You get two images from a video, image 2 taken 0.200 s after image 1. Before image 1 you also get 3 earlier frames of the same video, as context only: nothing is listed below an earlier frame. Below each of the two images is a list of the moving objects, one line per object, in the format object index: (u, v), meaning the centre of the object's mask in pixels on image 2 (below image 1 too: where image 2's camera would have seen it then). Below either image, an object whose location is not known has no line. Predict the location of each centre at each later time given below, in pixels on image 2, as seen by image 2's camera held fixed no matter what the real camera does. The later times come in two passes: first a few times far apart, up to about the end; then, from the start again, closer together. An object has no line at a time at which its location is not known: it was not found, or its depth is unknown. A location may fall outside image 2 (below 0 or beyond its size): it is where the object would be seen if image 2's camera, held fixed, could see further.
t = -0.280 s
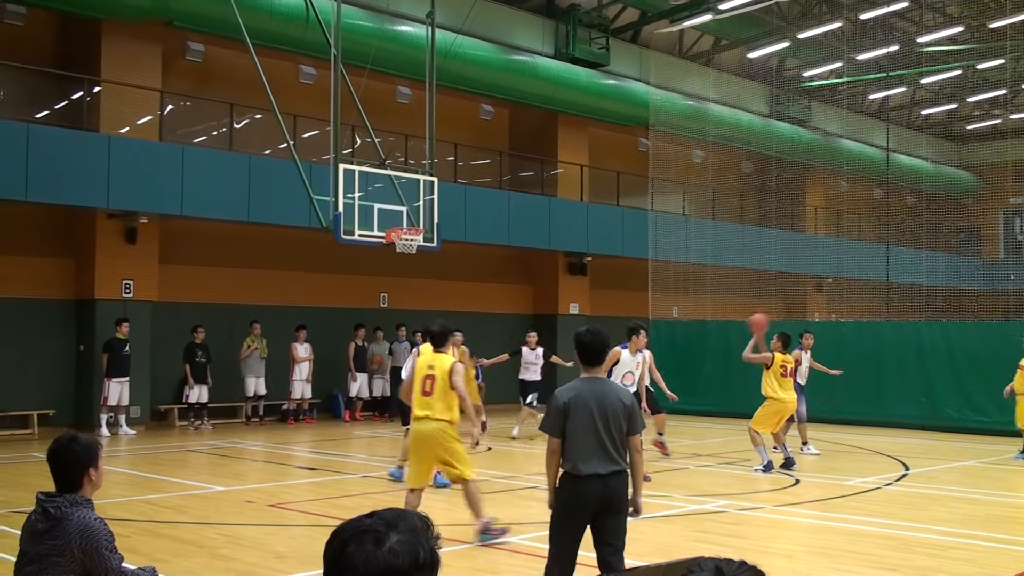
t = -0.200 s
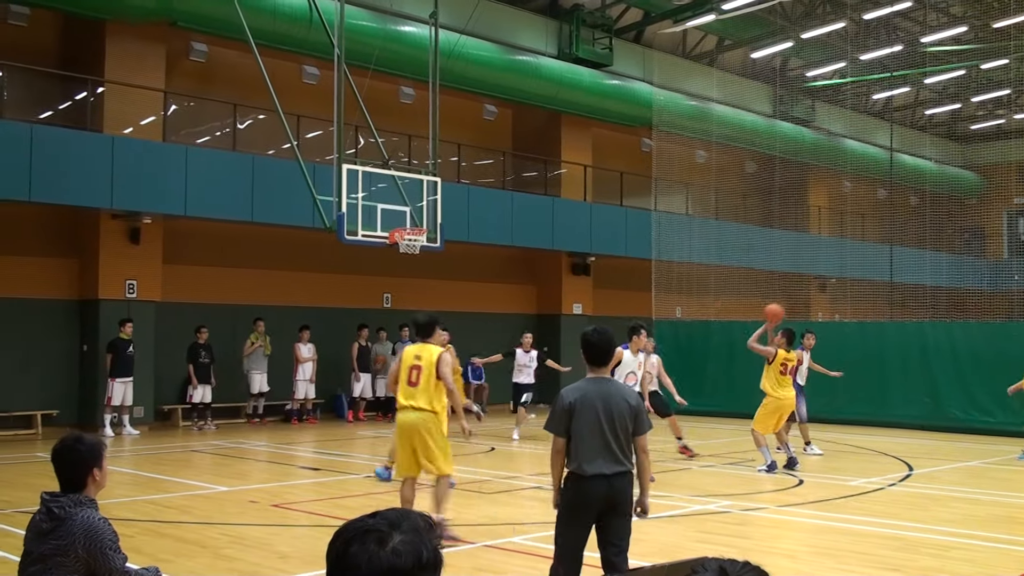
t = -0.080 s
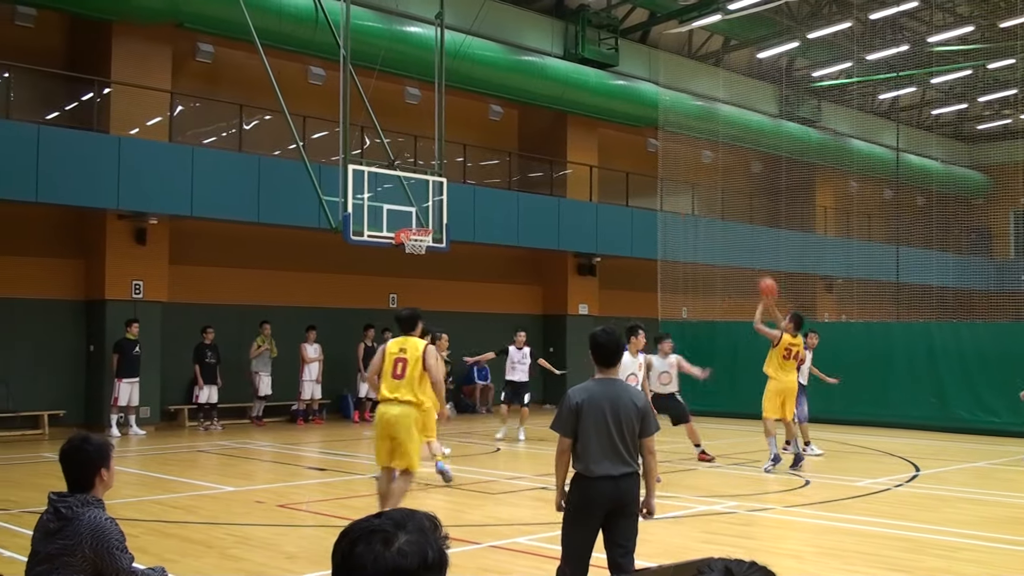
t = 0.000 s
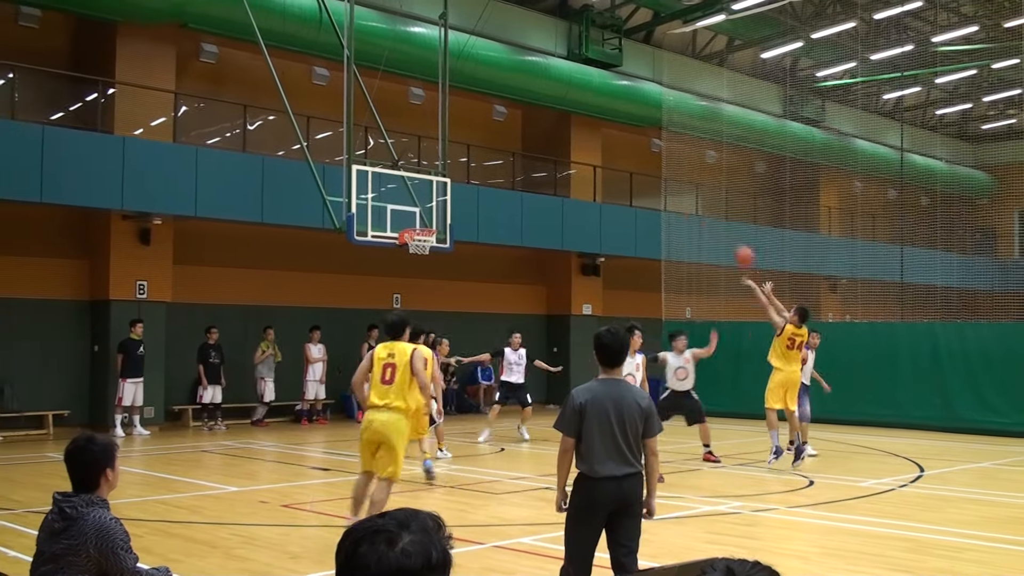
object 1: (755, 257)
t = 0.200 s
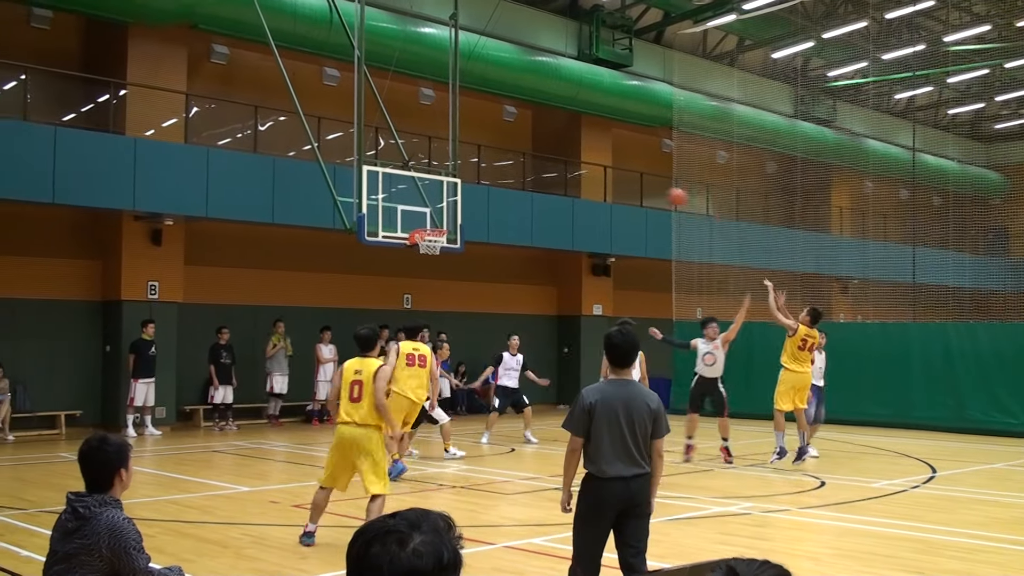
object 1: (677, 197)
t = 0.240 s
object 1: (662, 190)
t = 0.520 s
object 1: (563, 169)
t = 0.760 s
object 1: (485, 195)
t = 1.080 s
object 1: (471, 200)
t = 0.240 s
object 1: (662, 190)
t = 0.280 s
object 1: (648, 184)
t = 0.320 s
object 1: (632, 178)
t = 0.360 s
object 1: (619, 174)
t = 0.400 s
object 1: (604, 171)
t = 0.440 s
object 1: (590, 168)
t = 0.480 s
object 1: (576, 168)
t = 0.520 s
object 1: (563, 169)
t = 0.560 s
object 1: (550, 171)
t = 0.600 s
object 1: (536, 174)
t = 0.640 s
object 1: (523, 178)
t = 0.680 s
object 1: (511, 182)
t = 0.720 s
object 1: (497, 188)
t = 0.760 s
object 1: (485, 195)
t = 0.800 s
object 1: (473, 203)
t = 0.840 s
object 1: (460, 212)
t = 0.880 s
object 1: (448, 222)
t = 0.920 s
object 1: (450, 220)
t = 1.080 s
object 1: (471, 200)
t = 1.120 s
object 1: (477, 198)
